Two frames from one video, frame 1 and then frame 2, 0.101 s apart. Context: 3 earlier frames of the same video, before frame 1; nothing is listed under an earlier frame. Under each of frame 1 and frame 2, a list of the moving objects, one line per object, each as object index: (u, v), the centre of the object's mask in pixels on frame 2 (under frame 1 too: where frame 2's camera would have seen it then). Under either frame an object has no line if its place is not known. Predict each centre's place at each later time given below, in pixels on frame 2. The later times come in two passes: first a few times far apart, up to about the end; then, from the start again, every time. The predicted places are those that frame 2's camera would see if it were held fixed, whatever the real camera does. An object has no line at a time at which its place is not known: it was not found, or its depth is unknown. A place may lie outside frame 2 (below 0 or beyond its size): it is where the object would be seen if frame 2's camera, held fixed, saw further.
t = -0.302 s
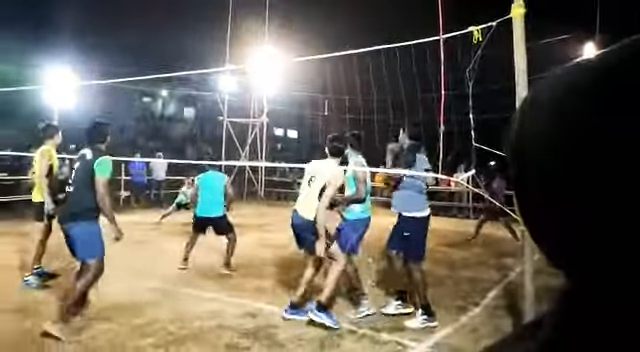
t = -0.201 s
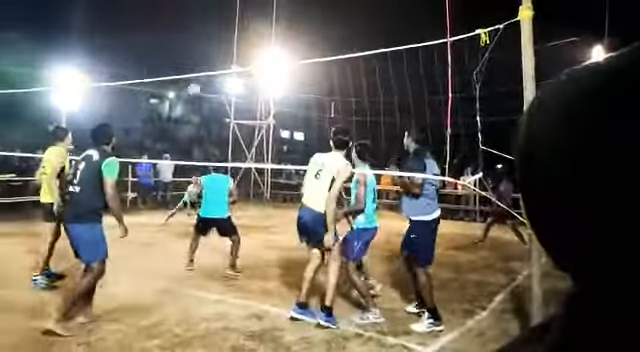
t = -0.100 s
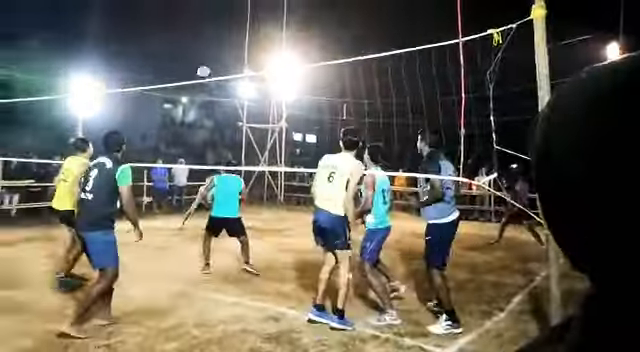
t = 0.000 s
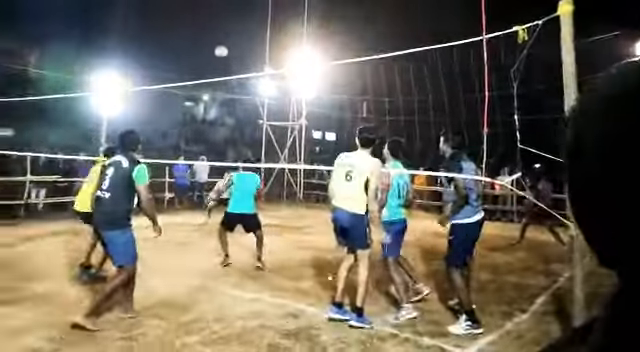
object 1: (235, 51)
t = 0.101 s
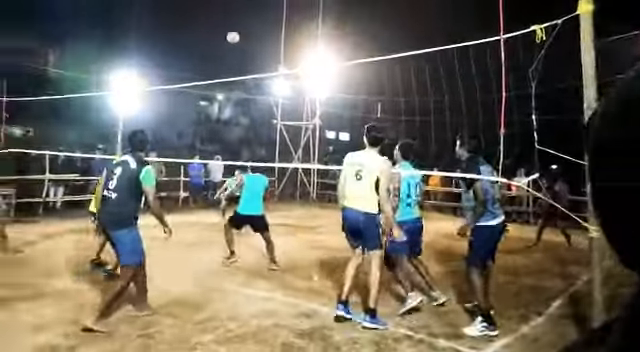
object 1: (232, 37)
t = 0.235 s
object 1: (227, 26)
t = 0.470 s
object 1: (215, 27)
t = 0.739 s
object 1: (197, 64)
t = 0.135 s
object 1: (231, 33)
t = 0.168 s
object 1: (230, 31)
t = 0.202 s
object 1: (229, 28)
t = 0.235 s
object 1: (227, 26)
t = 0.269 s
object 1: (225, 24)
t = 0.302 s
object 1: (223, 23)
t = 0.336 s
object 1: (222, 23)
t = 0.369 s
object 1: (220, 23)
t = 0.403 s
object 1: (219, 24)
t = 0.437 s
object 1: (217, 25)
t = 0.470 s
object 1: (215, 27)
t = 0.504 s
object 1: (213, 29)
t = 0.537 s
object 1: (211, 31)
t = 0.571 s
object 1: (209, 35)
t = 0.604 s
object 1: (206, 40)
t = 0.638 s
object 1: (204, 45)
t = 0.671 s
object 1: (202, 50)
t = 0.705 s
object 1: (200, 57)
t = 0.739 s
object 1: (197, 64)
